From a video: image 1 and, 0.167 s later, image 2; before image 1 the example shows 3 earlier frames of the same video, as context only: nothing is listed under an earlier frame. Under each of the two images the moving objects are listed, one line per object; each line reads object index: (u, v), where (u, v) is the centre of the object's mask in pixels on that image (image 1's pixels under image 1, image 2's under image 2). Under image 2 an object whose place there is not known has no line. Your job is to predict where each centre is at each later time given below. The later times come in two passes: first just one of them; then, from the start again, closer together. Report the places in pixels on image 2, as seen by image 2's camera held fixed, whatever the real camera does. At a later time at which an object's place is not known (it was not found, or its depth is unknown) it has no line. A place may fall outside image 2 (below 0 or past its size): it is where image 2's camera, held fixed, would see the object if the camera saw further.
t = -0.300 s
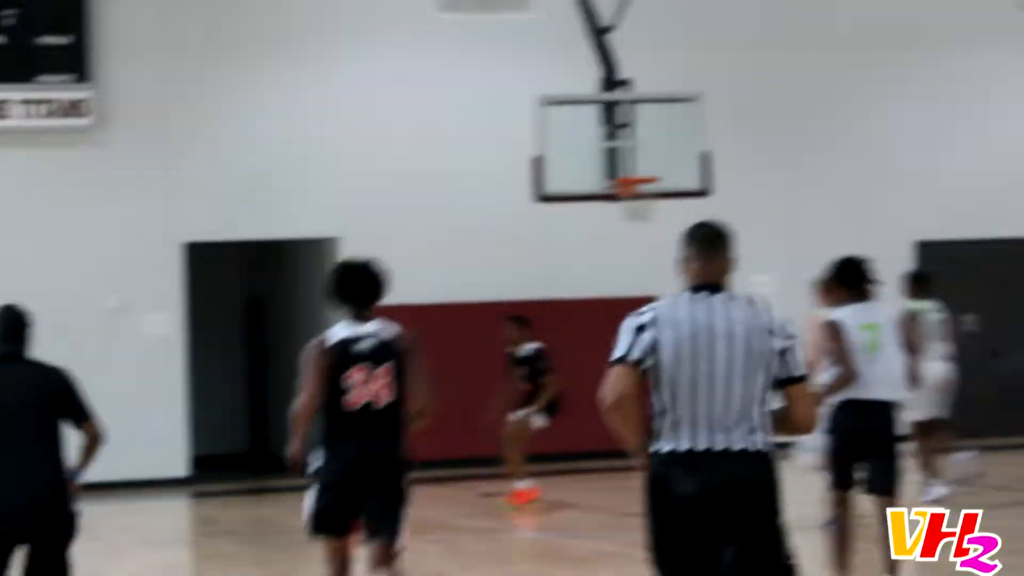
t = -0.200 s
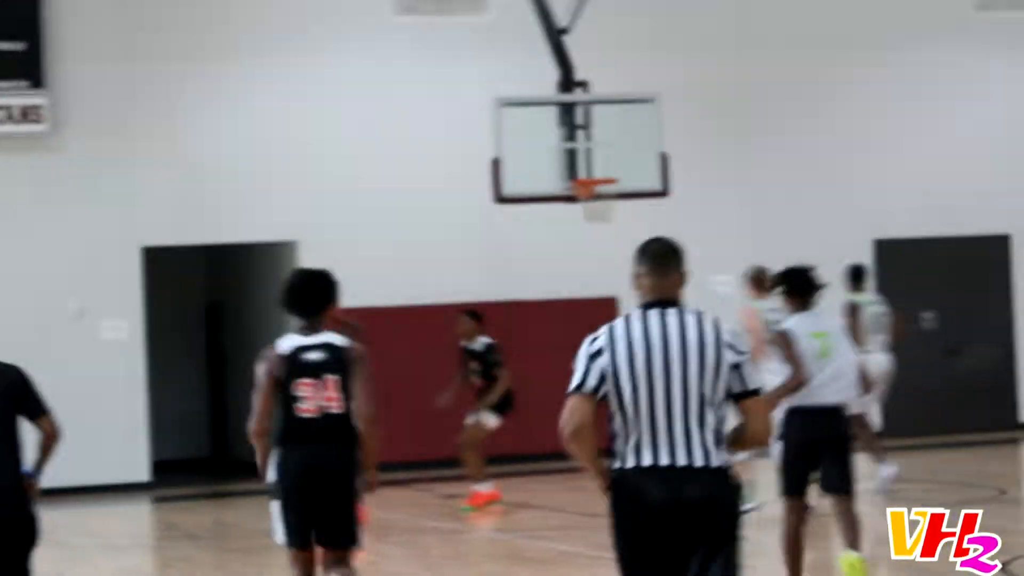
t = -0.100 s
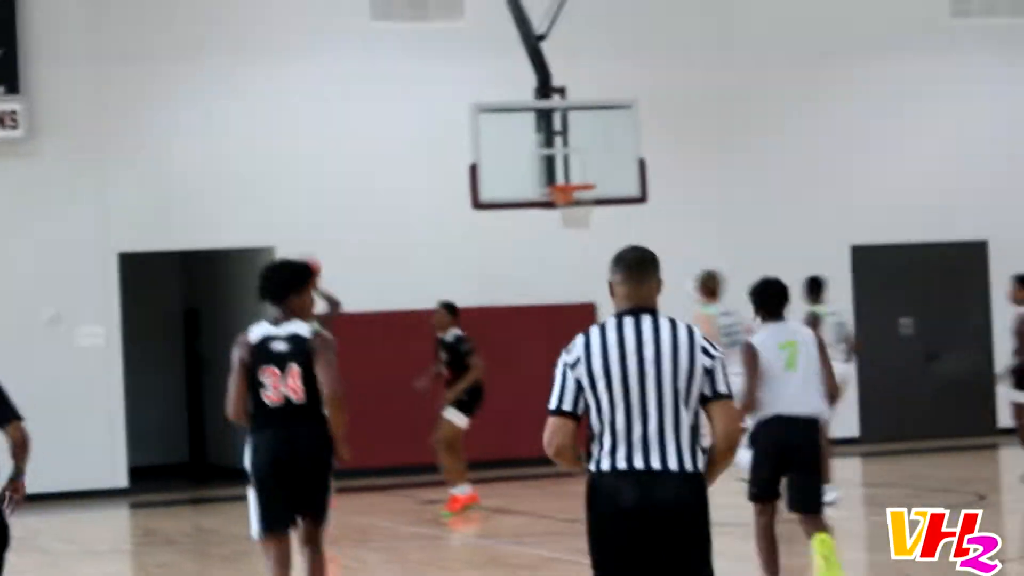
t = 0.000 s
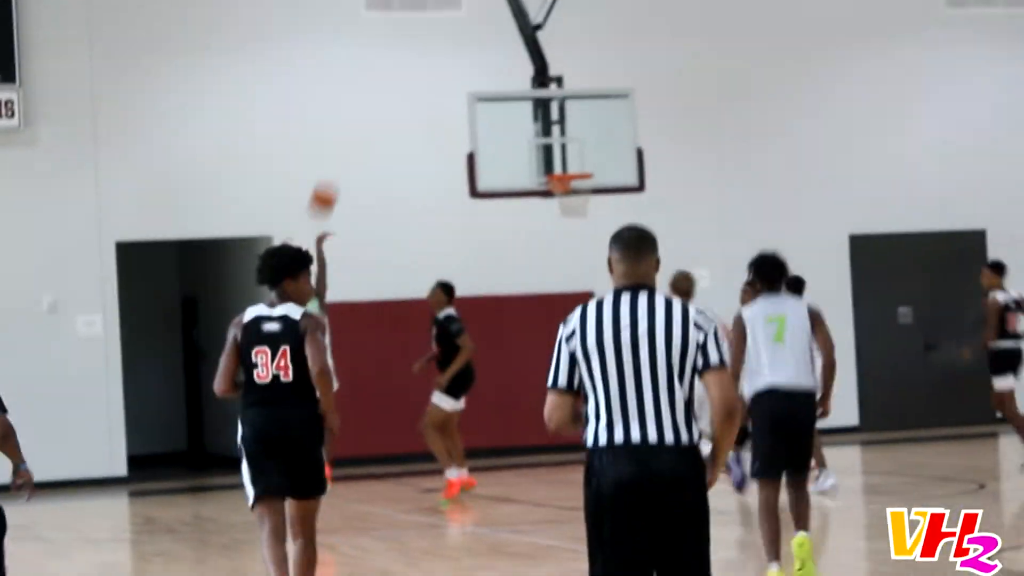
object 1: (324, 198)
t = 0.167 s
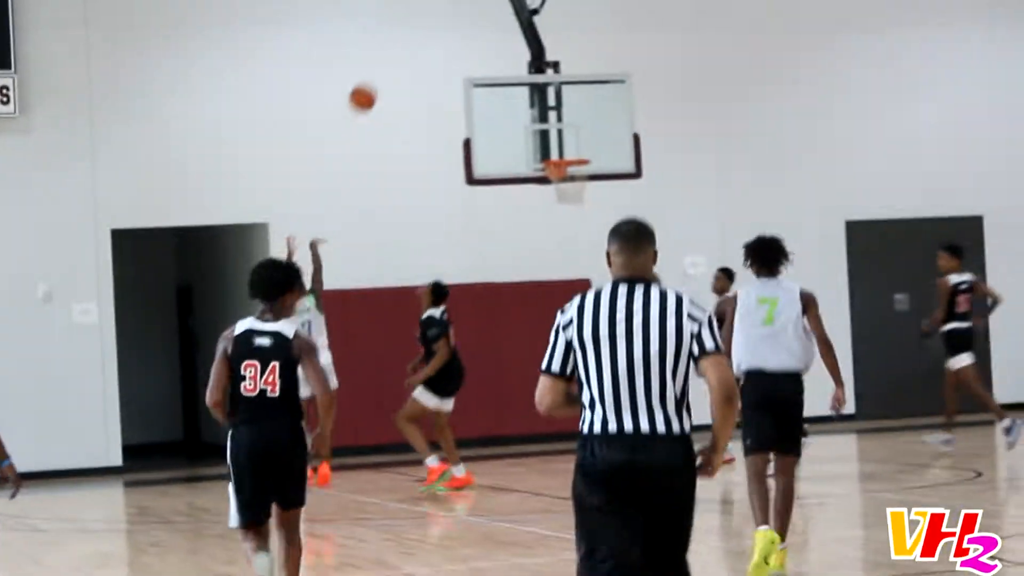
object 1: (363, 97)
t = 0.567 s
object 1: (462, 25)
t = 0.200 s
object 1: (371, 83)
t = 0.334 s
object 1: (403, 46)
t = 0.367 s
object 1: (413, 38)
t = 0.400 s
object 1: (421, 33)
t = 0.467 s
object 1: (438, 26)
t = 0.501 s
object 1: (446, 24)
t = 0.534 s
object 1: (455, 25)
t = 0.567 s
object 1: (462, 25)
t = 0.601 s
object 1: (471, 27)
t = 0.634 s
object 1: (479, 30)
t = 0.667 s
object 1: (488, 34)
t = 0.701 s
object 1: (495, 40)
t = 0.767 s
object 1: (511, 54)
